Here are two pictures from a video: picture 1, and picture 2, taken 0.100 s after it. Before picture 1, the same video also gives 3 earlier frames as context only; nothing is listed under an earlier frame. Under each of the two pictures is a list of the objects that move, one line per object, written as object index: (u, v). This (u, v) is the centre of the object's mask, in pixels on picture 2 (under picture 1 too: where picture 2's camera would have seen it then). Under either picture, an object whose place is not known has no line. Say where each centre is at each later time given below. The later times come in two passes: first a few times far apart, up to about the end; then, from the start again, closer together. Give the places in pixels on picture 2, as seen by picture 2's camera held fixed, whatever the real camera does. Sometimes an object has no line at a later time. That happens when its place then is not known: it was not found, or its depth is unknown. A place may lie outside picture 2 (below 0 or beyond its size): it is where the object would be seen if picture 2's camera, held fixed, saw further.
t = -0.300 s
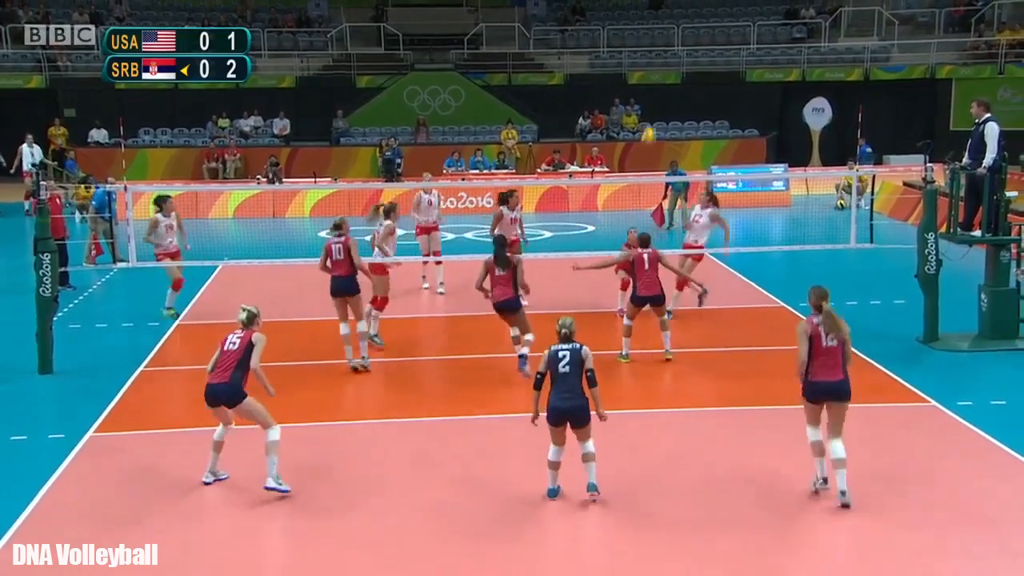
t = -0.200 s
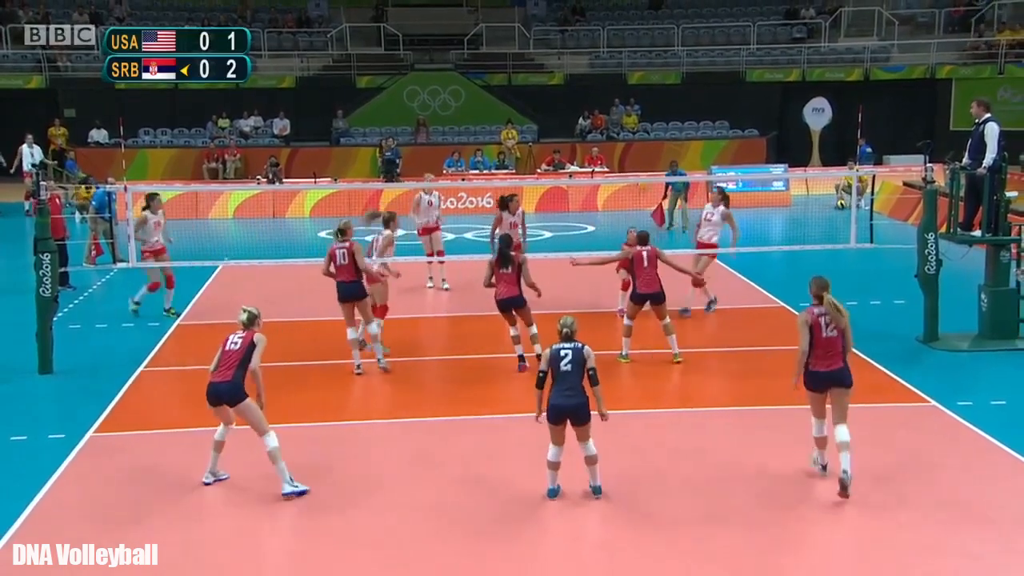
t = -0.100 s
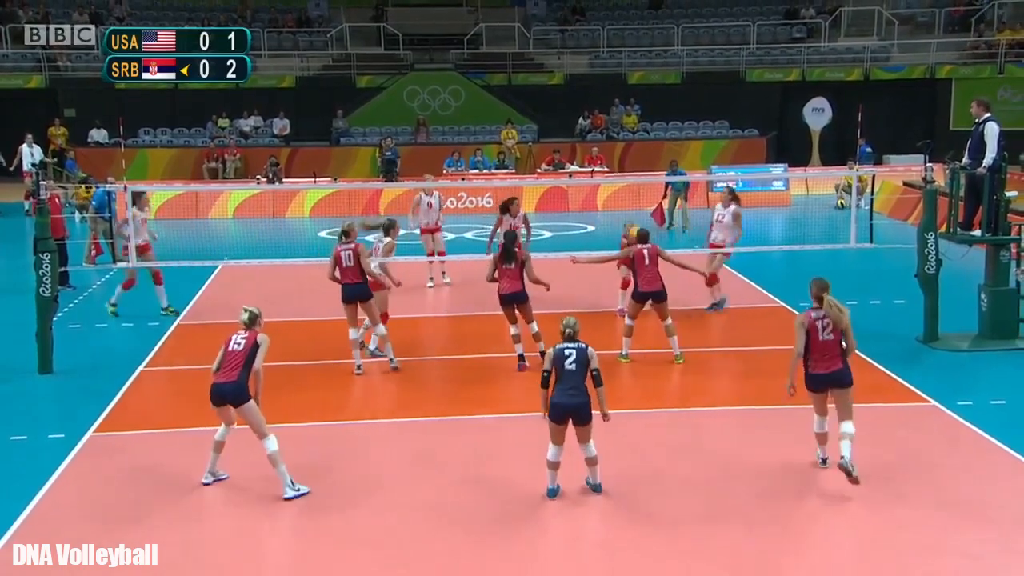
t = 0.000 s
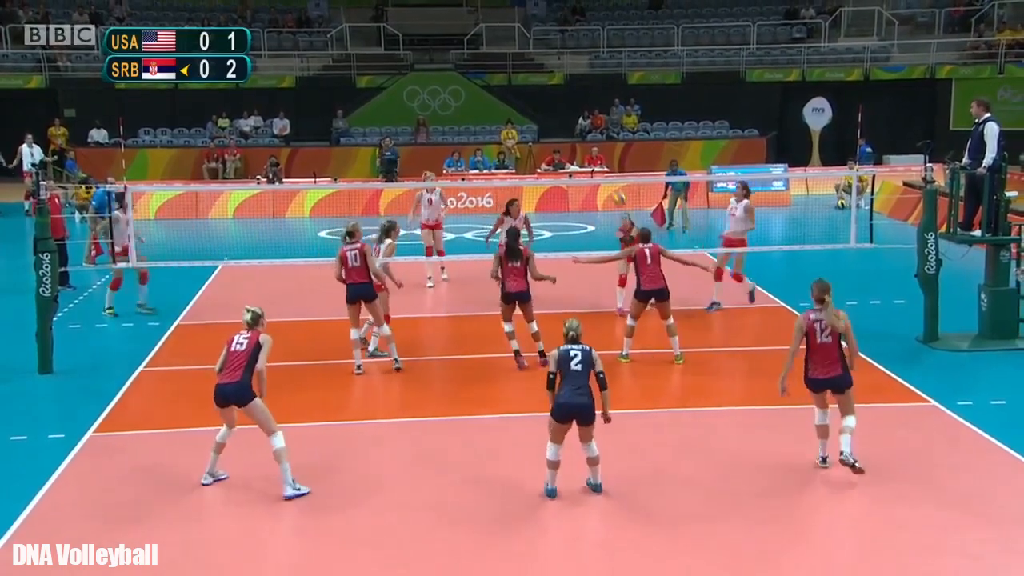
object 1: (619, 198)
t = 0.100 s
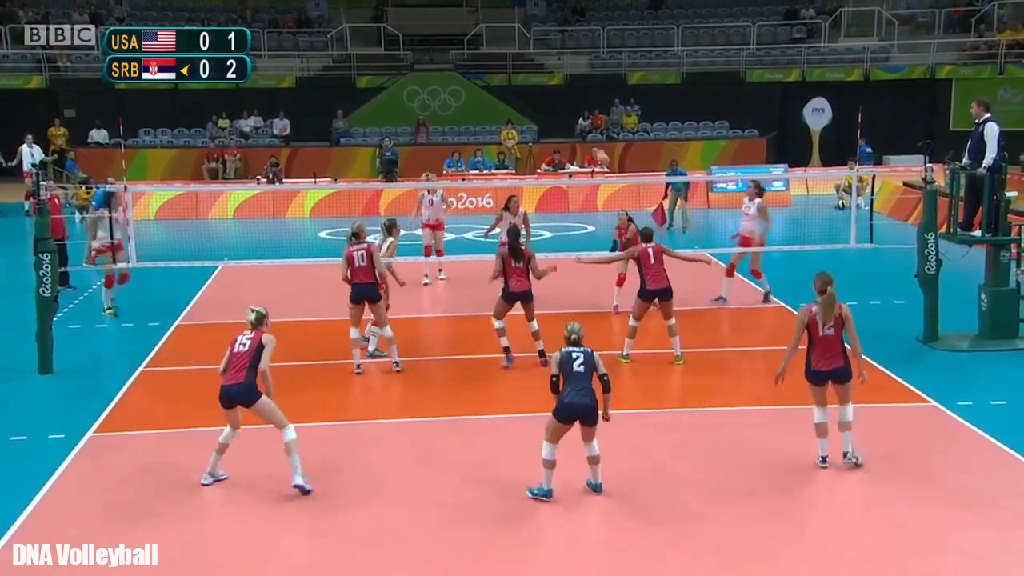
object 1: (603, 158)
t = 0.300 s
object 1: (565, 100)
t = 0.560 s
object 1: (518, 65)
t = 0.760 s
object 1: (482, 69)
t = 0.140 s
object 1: (594, 144)
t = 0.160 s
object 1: (590, 137)
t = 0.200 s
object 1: (583, 126)
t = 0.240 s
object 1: (575, 113)
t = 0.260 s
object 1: (572, 109)
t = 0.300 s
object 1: (565, 100)
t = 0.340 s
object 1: (557, 91)
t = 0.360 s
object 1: (554, 87)
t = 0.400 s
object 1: (546, 81)
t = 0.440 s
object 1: (539, 73)
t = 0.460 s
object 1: (535, 70)
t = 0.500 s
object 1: (529, 68)
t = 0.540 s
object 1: (521, 65)
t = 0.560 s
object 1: (518, 65)
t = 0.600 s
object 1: (510, 63)
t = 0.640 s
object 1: (503, 63)
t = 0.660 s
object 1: (499, 63)
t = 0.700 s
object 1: (492, 65)
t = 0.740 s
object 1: (486, 67)
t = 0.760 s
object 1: (482, 69)
